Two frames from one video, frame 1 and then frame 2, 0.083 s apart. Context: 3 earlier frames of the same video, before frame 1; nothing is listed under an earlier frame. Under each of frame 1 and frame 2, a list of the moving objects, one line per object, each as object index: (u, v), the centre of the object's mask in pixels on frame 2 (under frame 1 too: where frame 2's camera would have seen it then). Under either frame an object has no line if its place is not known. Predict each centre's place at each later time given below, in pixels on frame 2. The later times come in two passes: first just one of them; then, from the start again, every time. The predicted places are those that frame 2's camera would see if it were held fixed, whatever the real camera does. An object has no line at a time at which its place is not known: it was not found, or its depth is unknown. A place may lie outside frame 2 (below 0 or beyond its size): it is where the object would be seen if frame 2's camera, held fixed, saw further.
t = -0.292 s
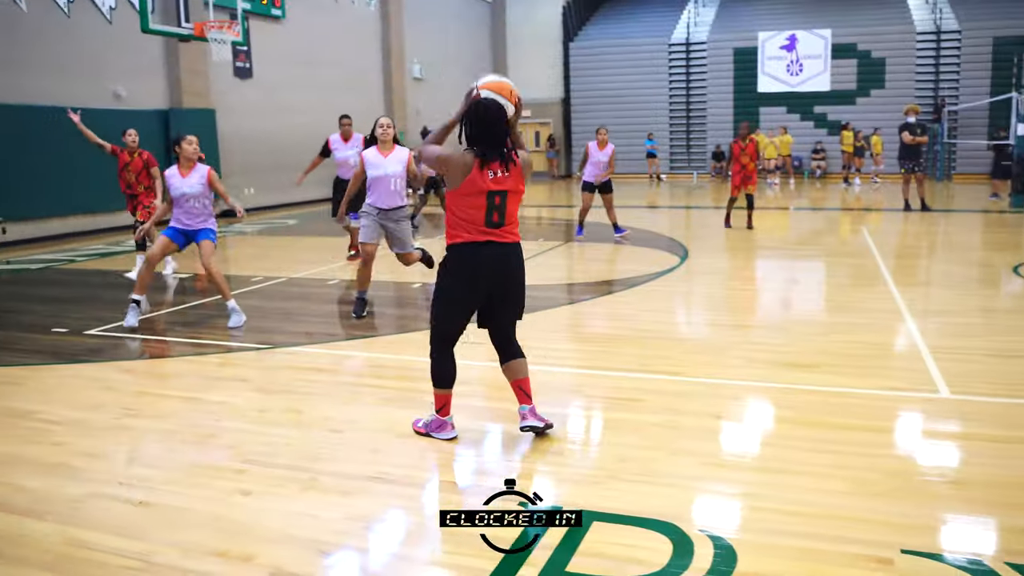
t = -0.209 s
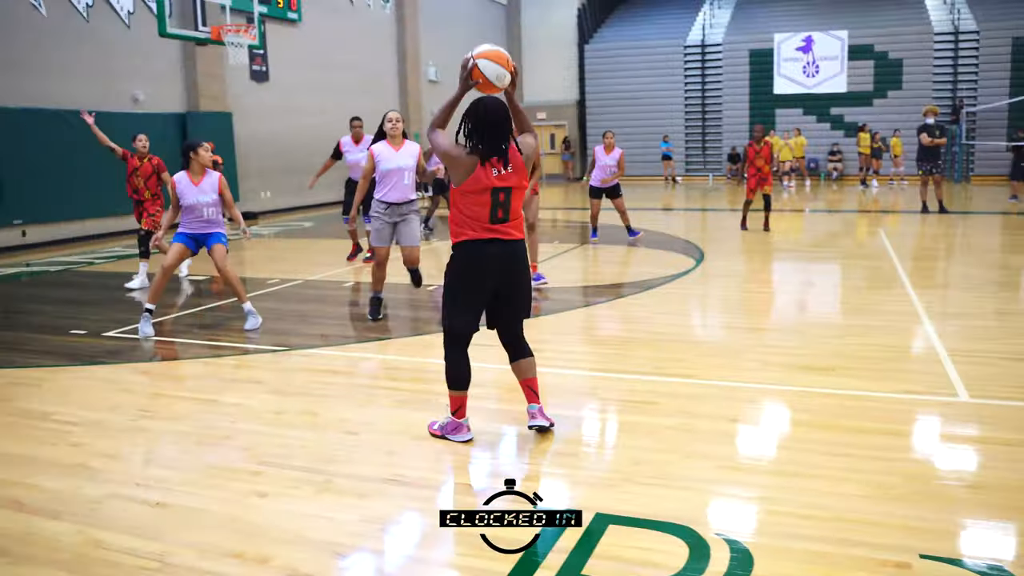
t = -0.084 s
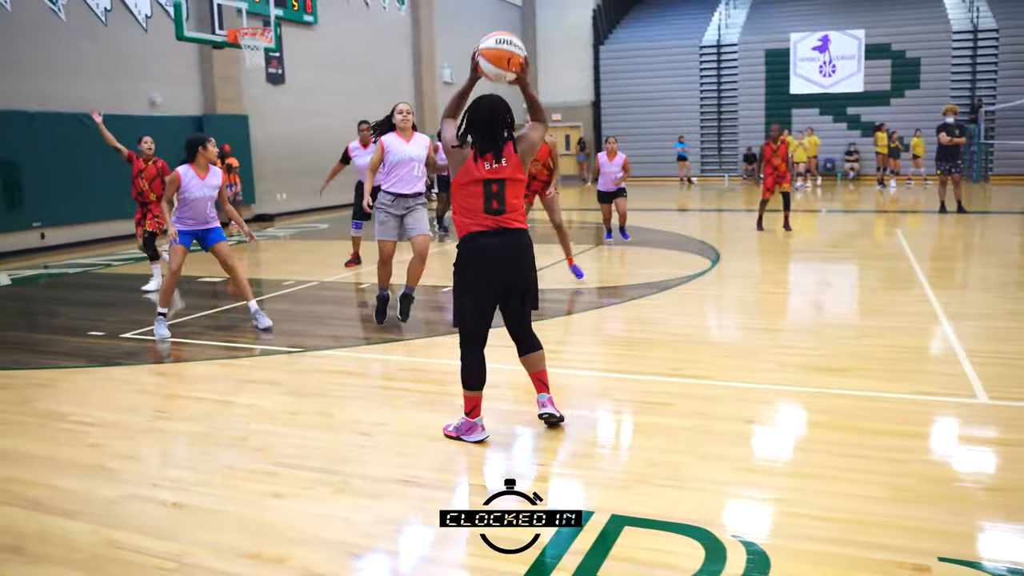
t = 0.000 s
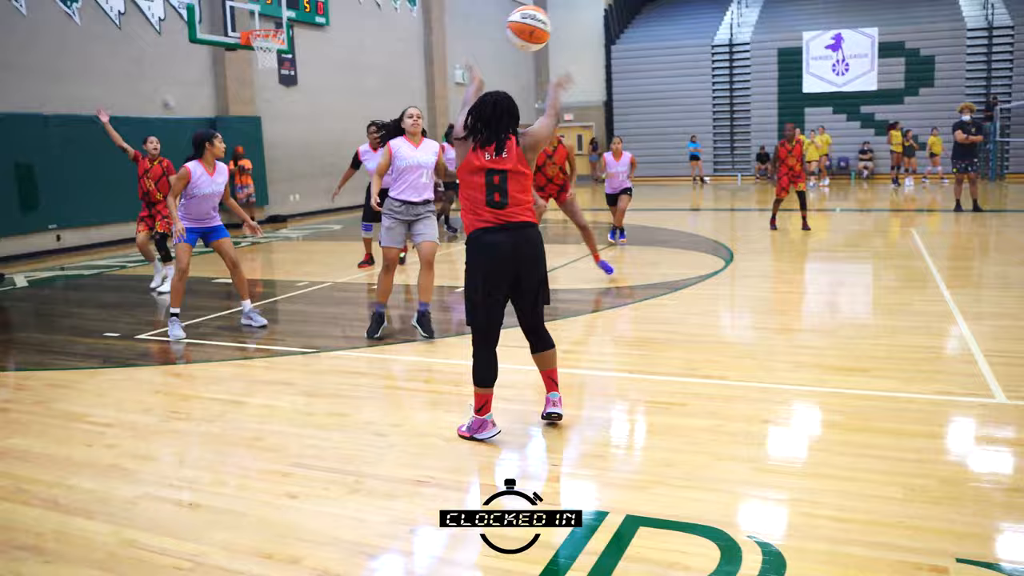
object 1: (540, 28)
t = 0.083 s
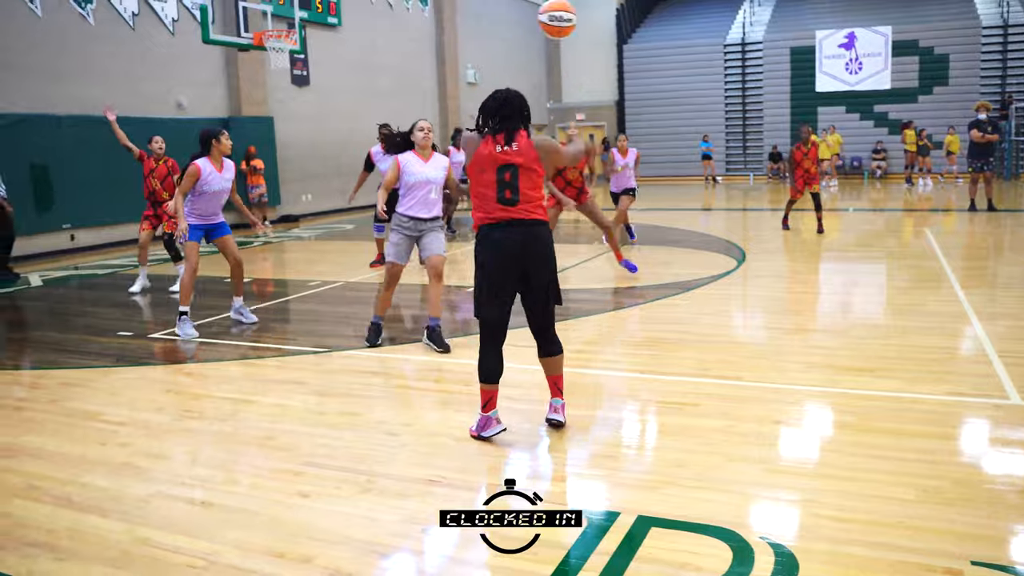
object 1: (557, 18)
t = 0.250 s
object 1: (581, 35)
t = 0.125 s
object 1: (564, 19)
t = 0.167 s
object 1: (570, 22)
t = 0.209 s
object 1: (576, 28)
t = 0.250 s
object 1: (581, 35)
